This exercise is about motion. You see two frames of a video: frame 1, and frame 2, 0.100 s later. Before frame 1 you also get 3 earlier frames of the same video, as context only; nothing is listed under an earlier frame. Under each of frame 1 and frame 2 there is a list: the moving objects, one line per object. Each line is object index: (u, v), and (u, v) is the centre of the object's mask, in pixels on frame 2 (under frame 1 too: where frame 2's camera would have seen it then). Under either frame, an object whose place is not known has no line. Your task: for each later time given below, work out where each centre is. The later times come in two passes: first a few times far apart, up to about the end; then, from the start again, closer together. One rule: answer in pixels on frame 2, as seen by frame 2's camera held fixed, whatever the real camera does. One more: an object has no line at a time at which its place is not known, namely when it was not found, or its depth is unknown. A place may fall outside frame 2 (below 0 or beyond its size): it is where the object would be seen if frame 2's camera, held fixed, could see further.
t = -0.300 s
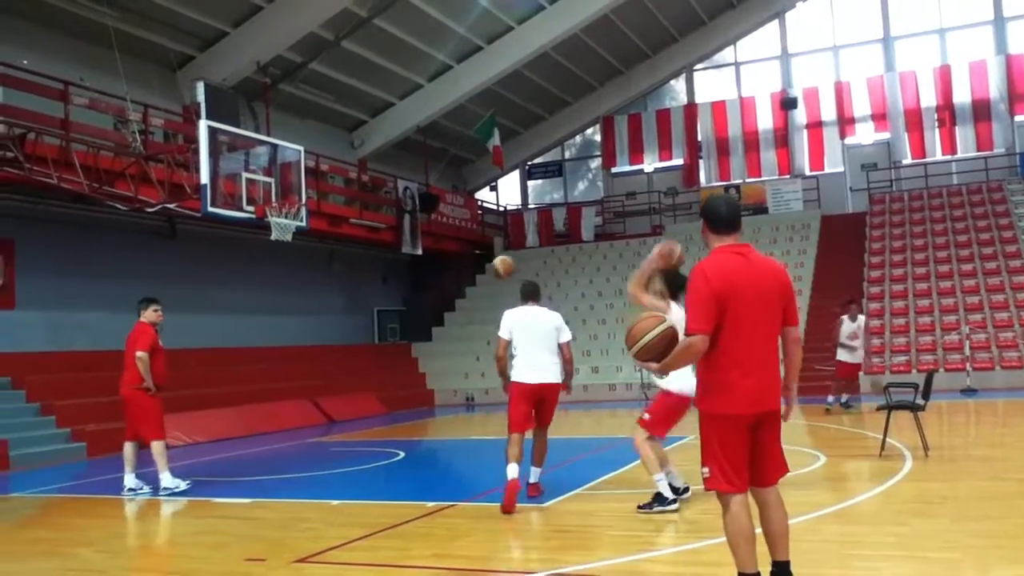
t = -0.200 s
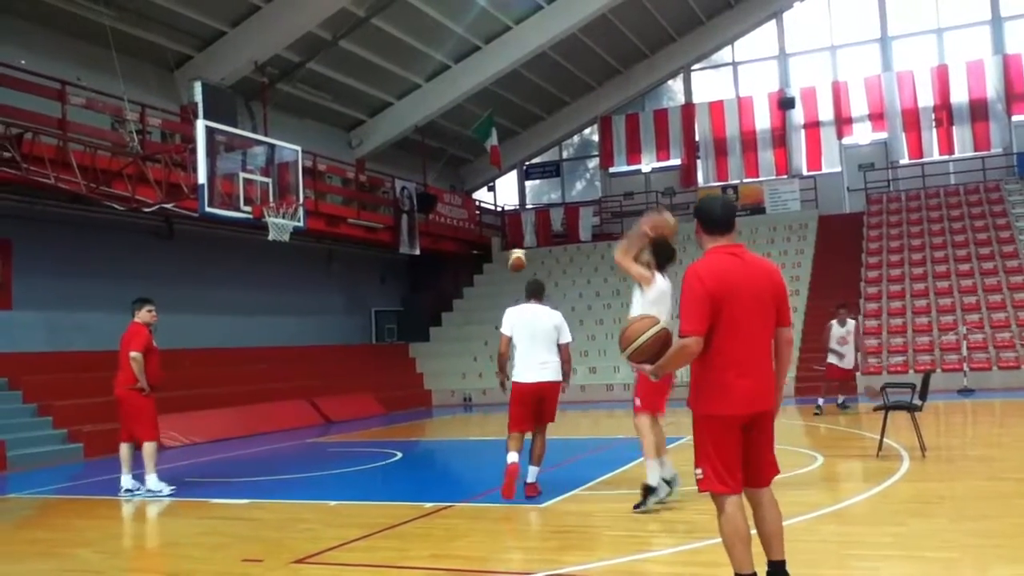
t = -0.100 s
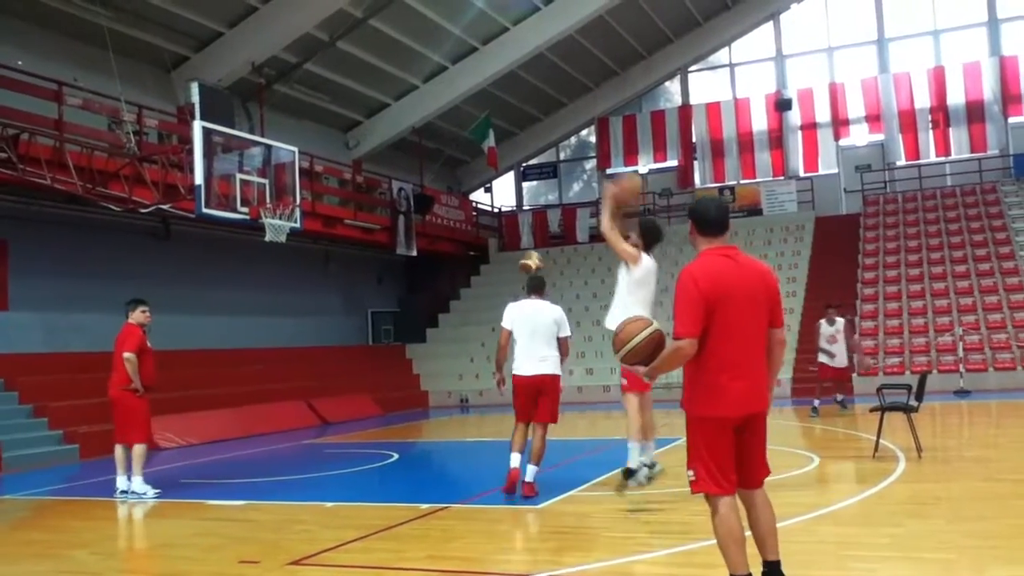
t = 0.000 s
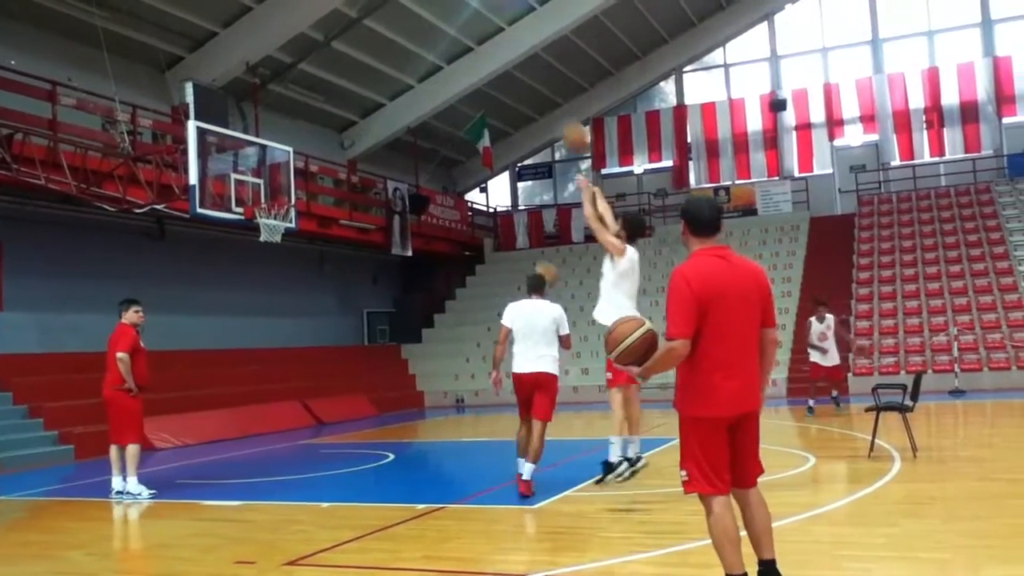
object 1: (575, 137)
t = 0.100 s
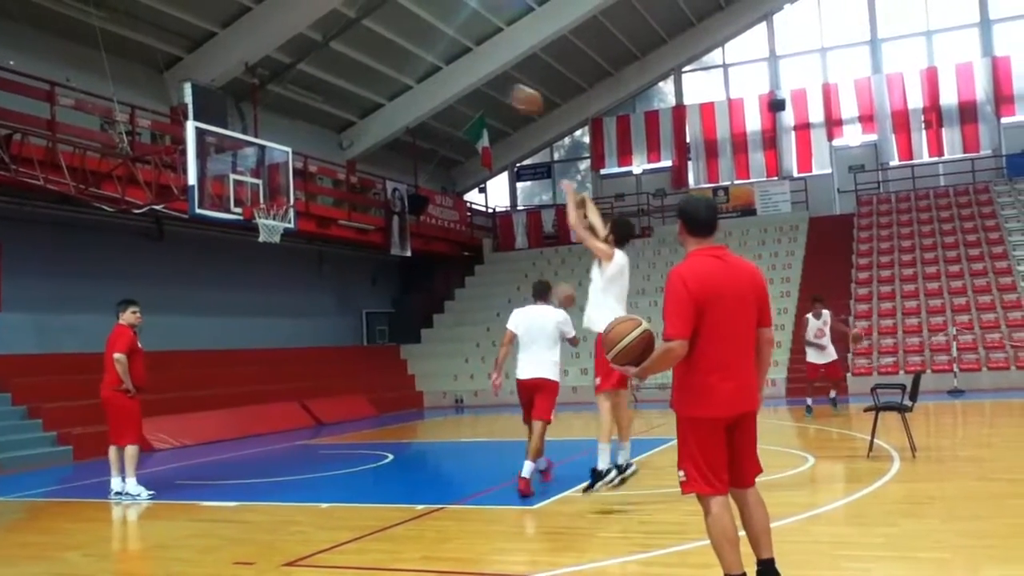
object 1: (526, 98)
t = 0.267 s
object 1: (458, 68)
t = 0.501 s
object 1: (379, 72)
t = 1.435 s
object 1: (296, 351)
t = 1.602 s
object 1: (311, 446)
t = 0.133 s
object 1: (510, 89)
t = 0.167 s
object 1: (498, 82)
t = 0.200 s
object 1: (482, 76)
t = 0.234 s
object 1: (471, 72)
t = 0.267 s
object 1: (458, 68)
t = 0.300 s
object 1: (445, 66)
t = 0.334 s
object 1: (433, 64)
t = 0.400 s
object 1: (409, 64)
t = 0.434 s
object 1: (400, 66)
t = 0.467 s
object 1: (390, 69)
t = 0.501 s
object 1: (379, 72)
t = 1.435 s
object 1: (296, 351)
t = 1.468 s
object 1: (300, 368)
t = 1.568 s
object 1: (308, 424)
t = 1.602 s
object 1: (311, 446)
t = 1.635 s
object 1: (315, 446)
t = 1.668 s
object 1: (315, 428)
